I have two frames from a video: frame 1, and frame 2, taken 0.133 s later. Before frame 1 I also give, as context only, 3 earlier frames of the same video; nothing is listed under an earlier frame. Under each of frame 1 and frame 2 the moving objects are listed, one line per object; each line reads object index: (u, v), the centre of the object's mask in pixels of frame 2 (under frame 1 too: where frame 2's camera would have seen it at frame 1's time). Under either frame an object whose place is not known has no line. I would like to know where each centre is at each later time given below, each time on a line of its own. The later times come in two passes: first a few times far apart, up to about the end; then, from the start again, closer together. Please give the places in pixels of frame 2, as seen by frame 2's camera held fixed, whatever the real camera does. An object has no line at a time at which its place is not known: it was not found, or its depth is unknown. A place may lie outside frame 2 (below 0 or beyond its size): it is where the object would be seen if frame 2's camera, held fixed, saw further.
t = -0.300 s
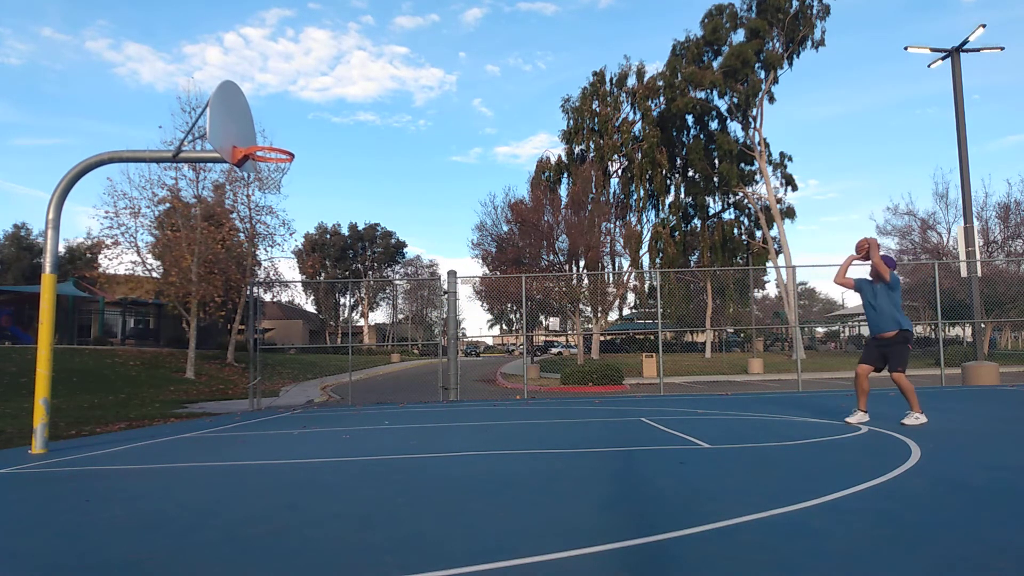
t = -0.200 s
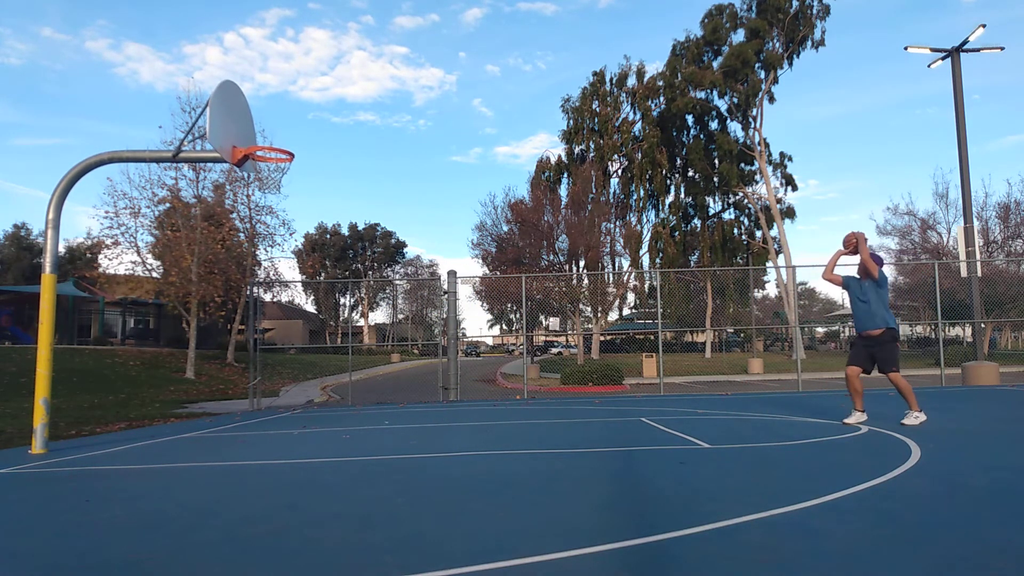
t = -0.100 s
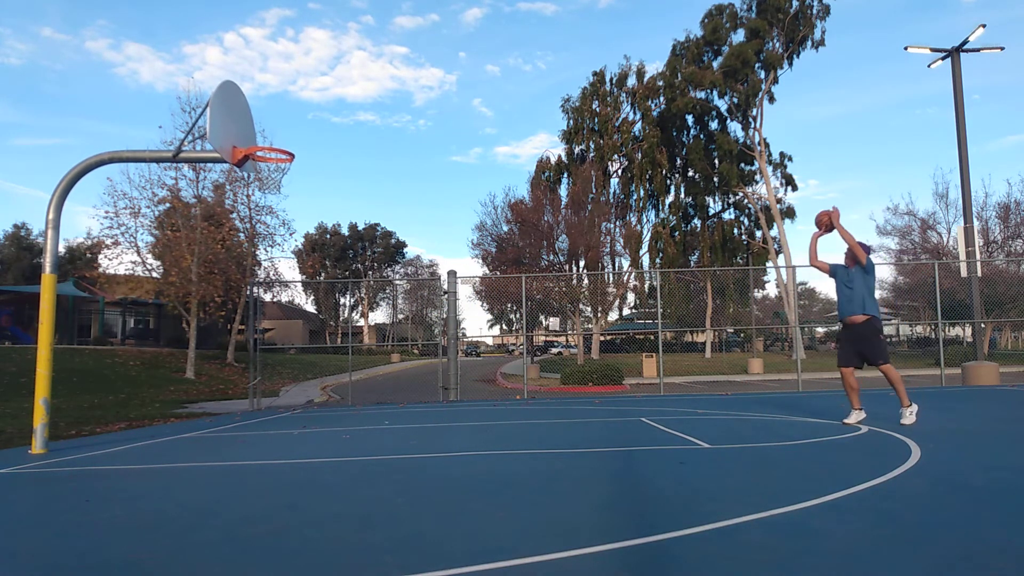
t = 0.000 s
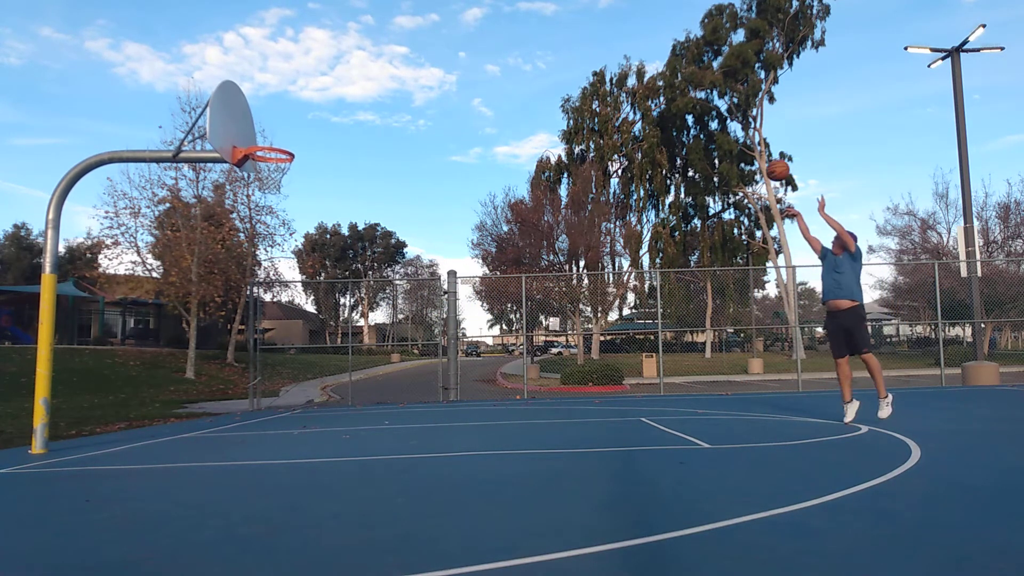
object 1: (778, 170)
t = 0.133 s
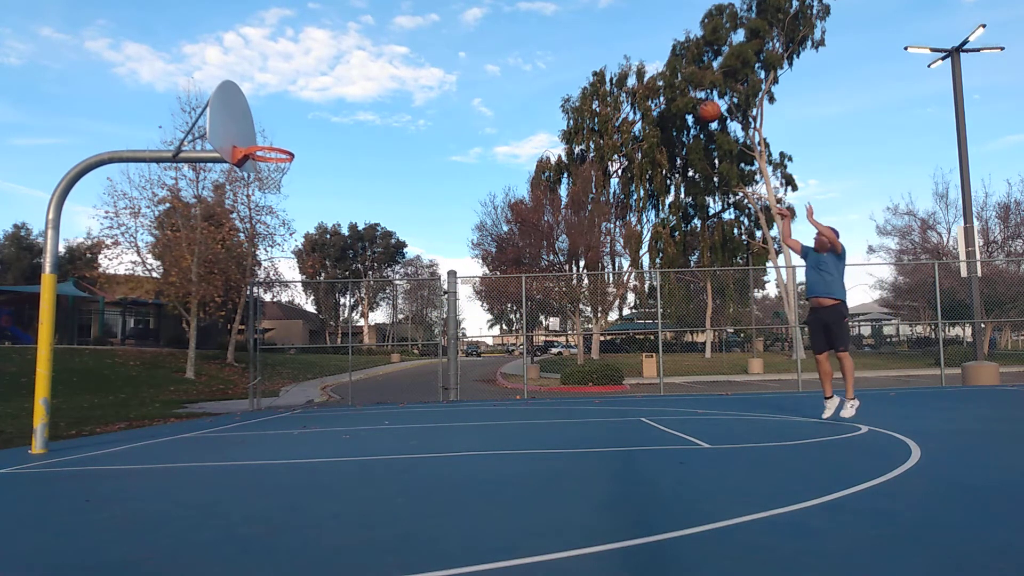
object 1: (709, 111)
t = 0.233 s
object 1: (660, 78)
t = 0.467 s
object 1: (548, 37)
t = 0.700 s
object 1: (441, 43)
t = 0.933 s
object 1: (335, 95)
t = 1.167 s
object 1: (257, 179)
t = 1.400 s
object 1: (269, 246)
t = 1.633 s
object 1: (278, 365)
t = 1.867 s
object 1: (305, 382)
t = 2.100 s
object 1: (344, 326)
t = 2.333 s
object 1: (383, 321)
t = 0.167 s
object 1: (693, 99)
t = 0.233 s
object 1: (660, 78)
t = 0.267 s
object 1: (644, 70)
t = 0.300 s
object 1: (628, 62)
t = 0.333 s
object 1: (611, 55)
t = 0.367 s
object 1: (595, 49)
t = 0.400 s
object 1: (580, 44)
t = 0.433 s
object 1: (564, 40)
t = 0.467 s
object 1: (548, 37)
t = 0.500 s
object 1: (533, 35)
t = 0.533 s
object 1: (517, 34)
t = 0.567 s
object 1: (502, 34)
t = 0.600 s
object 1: (487, 35)
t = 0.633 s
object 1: (471, 36)
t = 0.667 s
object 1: (456, 39)
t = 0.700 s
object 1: (441, 43)
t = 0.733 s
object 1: (426, 47)
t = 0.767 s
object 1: (411, 53)
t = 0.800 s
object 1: (396, 59)
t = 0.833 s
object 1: (381, 67)
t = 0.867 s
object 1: (365, 75)
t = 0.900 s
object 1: (350, 85)
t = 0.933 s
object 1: (335, 95)
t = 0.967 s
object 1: (320, 106)
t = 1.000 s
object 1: (305, 118)
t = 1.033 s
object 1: (290, 132)
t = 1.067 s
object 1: (275, 142)
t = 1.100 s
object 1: (259, 162)
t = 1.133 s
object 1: (254, 173)
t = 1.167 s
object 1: (257, 179)
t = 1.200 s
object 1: (258, 185)
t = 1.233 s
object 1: (260, 193)
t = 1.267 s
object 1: (262, 201)
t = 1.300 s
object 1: (264, 211)
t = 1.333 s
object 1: (266, 221)
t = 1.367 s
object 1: (267, 233)
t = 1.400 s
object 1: (269, 246)
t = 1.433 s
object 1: (270, 259)
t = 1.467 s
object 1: (272, 274)
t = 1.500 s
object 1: (274, 290)
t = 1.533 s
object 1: (274, 307)
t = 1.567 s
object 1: (276, 325)
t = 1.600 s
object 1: (276, 344)
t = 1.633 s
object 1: (278, 365)
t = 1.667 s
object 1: (279, 386)
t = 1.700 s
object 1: (280, 409)
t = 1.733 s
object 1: (281, 433)
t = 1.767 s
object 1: (287, 421)
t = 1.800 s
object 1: (293, 407)
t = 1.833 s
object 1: (299, 394)
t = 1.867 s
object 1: (305, 382)
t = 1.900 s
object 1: (310, 371)
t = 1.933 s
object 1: (316, 361)
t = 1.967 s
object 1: (322, 352)
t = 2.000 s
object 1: (328, 344)
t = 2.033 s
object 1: (333, 337)
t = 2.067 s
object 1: (338, 331)
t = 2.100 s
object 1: (344, 326)
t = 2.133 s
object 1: (350, 323)
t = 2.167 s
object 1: (356, 320)
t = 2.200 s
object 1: (362, 318)
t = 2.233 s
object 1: (367, 317)
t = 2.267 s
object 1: (373, 317)
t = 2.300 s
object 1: (378, 318)
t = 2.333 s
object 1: (383, 321)
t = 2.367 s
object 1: (389, 325)
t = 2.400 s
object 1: (394, 329)
